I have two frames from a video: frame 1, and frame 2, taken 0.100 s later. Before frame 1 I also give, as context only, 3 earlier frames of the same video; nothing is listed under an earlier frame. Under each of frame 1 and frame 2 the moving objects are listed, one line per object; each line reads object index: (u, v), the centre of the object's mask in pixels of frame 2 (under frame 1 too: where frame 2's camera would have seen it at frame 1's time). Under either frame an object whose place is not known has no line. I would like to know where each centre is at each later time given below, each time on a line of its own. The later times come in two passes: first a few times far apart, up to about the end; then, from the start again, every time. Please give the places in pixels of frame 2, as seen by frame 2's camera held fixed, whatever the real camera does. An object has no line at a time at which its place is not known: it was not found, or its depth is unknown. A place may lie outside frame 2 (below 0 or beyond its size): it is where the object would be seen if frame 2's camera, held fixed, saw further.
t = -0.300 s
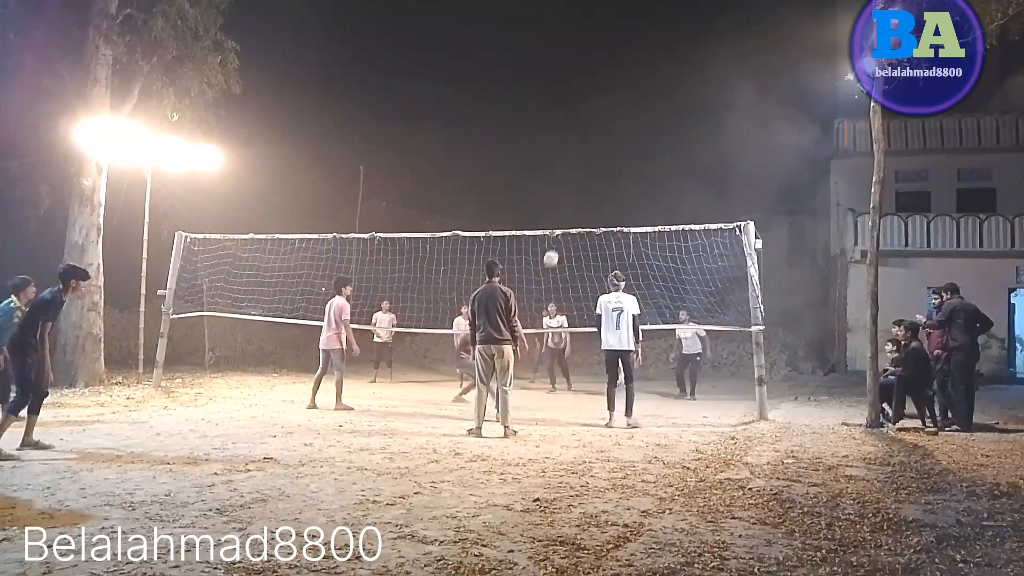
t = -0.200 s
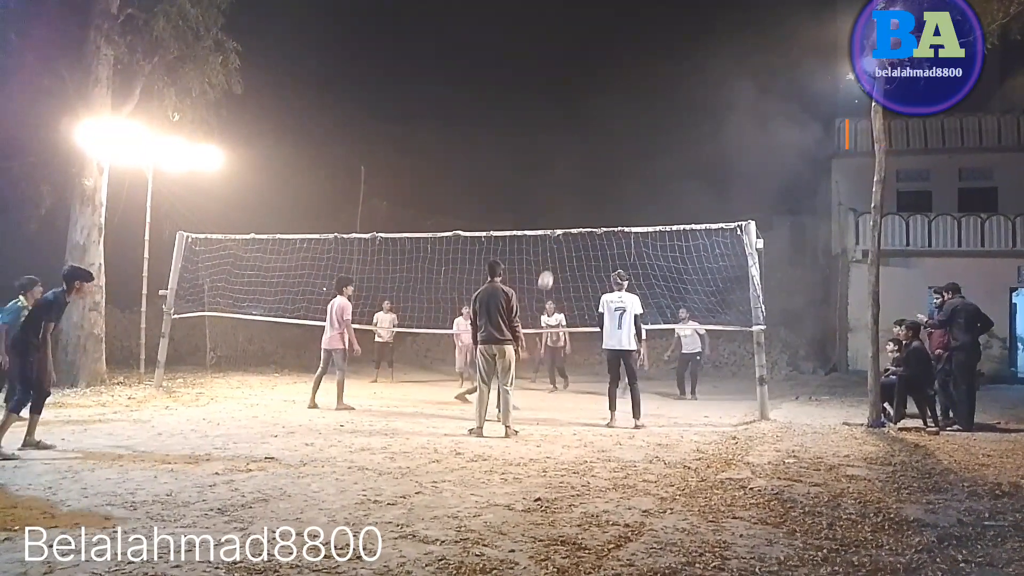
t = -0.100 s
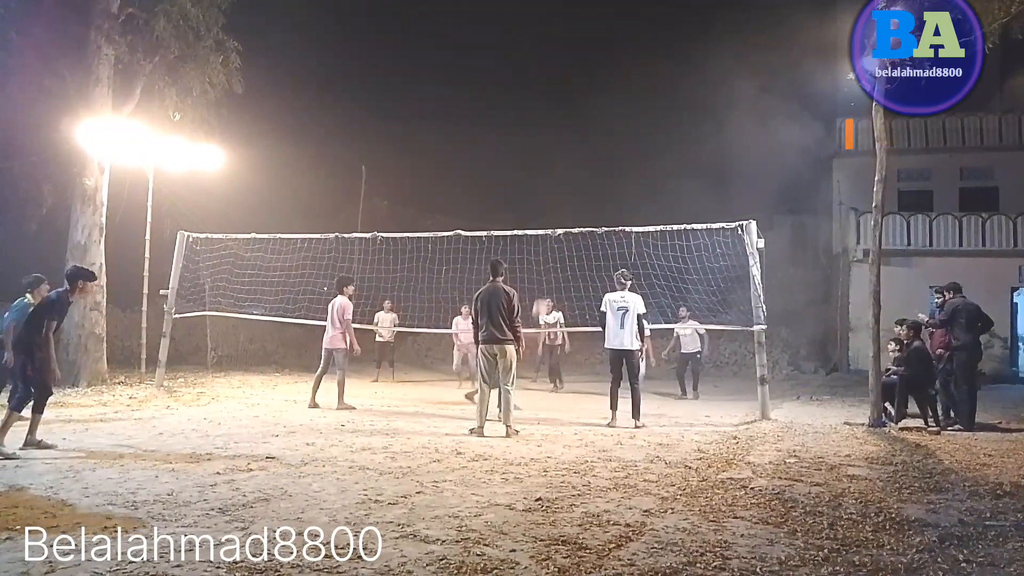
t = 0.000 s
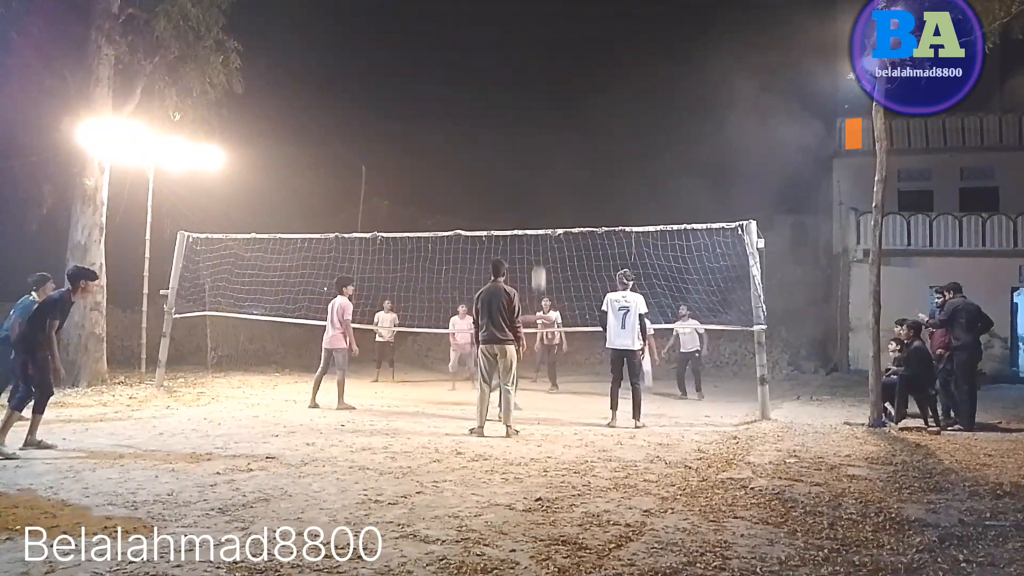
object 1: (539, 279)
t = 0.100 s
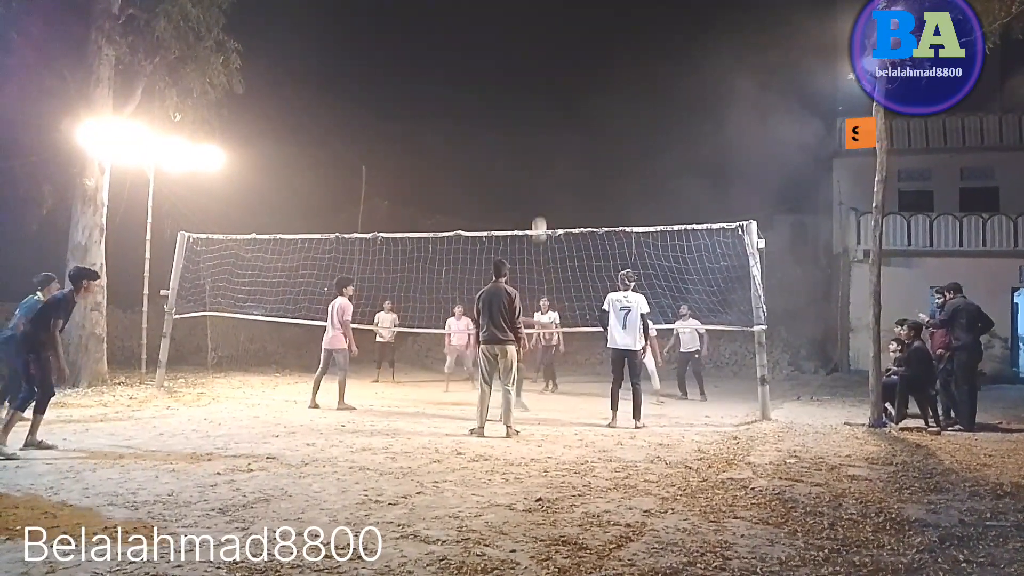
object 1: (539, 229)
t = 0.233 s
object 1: (539, 174)
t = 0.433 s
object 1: (537, 112)
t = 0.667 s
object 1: (533, 74)
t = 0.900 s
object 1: (527, 71)
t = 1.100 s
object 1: (522, 99)
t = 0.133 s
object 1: (540, 214)
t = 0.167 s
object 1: (540, 200)
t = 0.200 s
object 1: (539, 186)
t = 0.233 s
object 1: (539, 174)
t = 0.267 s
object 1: (539, 161)
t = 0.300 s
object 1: (539, 150)
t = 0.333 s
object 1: (538, 140)
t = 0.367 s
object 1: (538, 129)
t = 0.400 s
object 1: (537, 120)
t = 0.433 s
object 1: (537, 112)
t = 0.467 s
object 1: (537, 104)
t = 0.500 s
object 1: (536, 97)
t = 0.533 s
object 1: (535, 92)
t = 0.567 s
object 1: (535, 86)
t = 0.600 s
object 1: (534, 81)
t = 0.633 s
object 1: (534, 77)
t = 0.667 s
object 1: (533, 74)
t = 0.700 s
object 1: (532, 71)
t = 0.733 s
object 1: (532, 70)
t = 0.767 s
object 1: (531, 69)
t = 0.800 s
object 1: (530, 68)
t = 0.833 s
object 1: (529, 68)
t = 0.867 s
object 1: (528, 70)
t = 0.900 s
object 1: (527, 71)
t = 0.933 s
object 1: (527, 74)
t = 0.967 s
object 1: (526, 78)
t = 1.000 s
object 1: (525, 82)
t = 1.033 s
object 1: (524, 87)
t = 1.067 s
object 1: (524, 92)
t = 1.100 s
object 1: (522, 99)
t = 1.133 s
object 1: (521, 106)
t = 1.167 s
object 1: (521, 114)
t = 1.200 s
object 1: (520, 123)
